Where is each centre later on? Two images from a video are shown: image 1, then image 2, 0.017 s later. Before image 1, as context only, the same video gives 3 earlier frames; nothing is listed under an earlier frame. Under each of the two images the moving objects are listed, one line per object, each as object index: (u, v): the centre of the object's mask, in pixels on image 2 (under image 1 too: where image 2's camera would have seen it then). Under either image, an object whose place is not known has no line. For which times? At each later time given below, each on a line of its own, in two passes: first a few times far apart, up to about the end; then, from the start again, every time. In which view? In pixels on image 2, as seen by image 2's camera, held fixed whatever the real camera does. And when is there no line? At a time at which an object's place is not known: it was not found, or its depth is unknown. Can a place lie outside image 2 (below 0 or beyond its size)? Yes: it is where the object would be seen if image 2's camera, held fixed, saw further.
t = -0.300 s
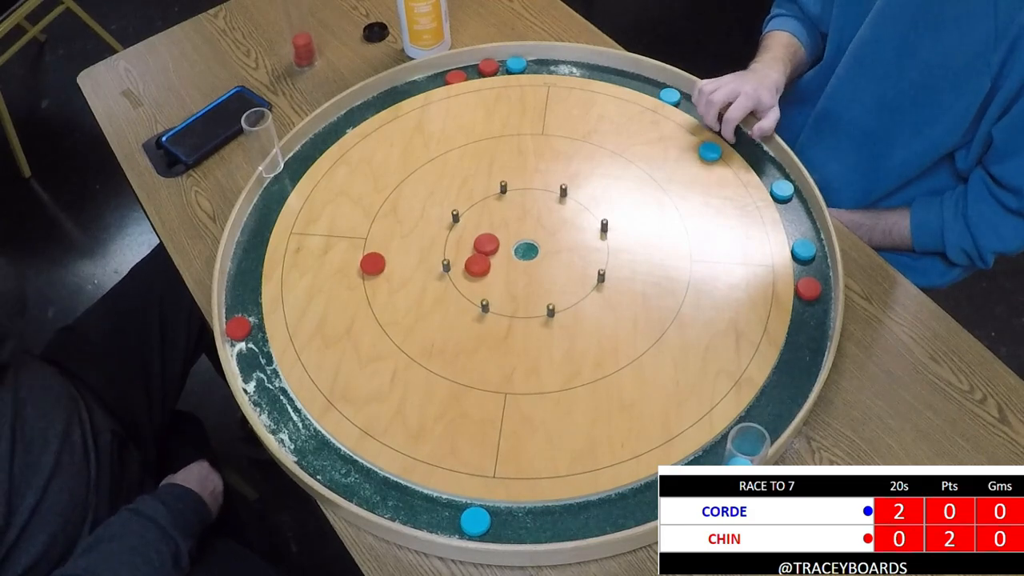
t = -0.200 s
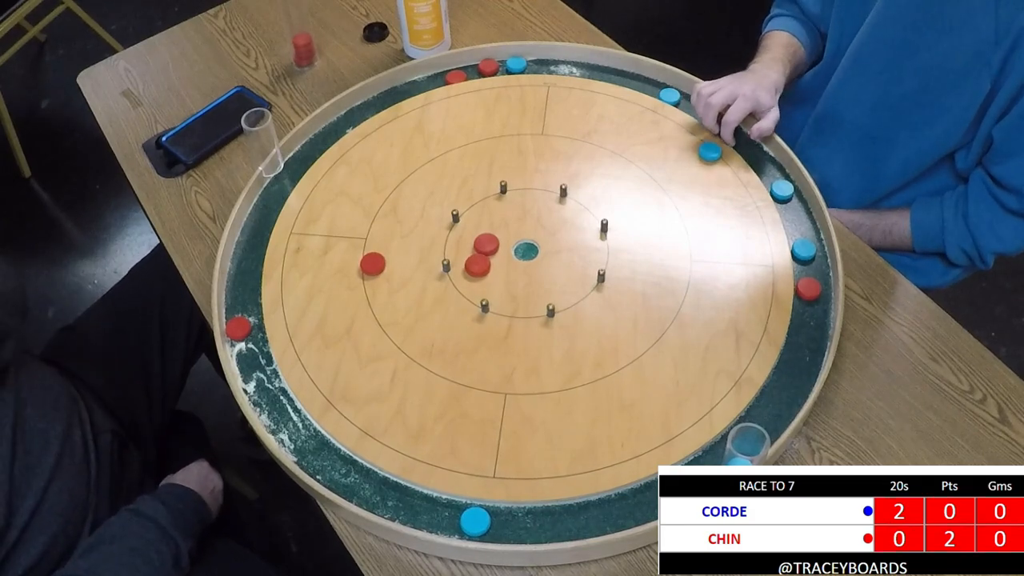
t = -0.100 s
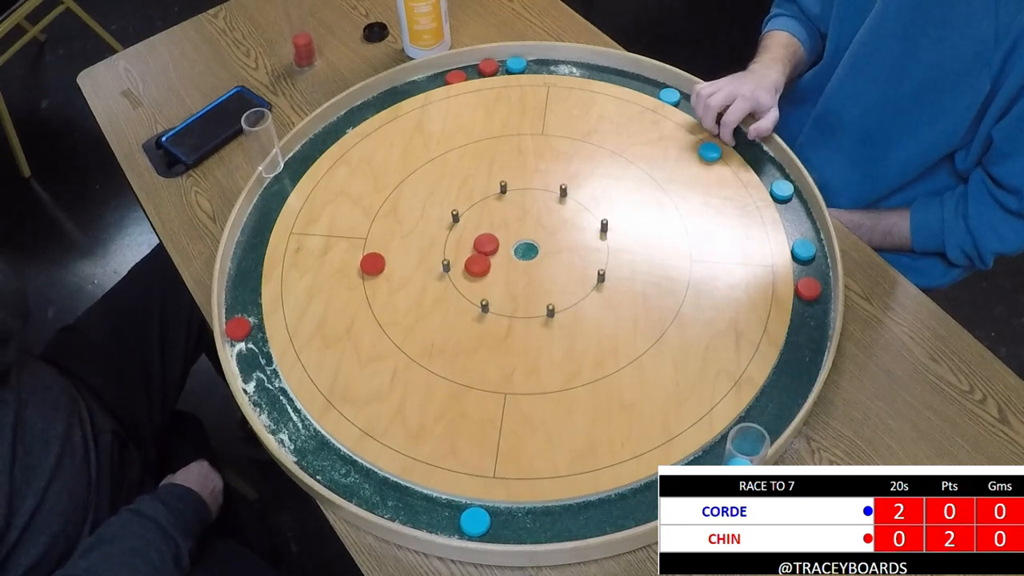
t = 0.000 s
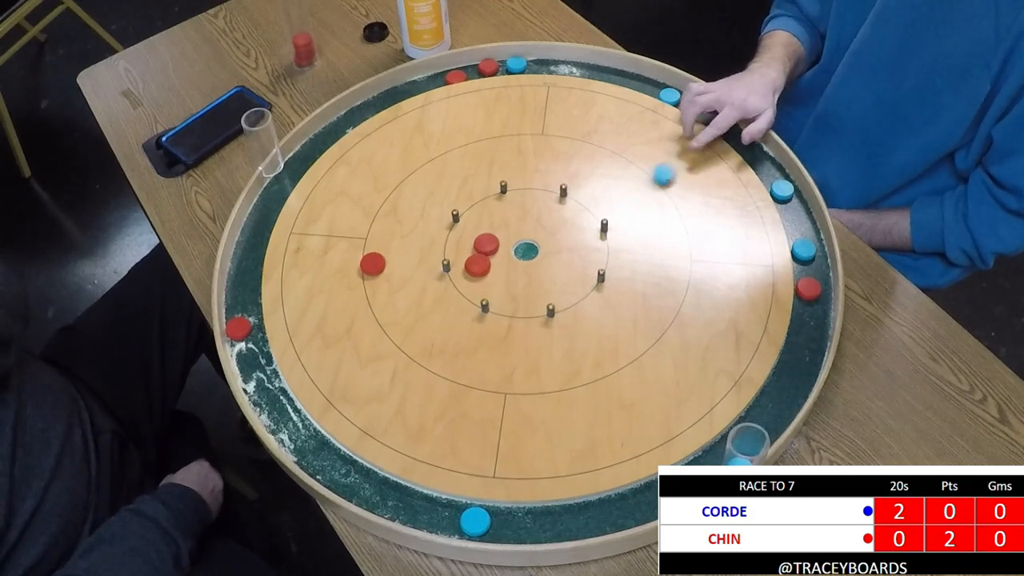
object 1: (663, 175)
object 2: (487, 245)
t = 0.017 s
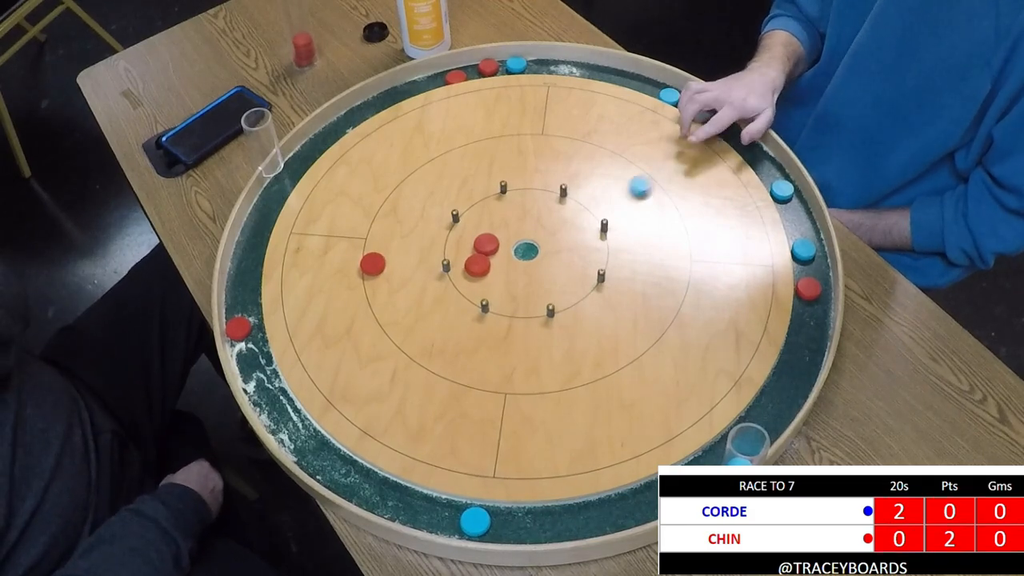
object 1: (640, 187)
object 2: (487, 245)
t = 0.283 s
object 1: (445, 239)
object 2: (303, 228)
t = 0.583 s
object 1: (402, 187)
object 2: (258, 237)
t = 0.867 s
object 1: (370, 174)
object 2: (257, 237)
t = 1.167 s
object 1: (342, 184)
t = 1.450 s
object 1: (336, 203)
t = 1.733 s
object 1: (354, 215)
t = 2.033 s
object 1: (375, 209)
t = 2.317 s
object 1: (372, 200)
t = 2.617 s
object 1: (364, 206)
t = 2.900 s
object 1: (373, 211)
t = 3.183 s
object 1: (374, 204)
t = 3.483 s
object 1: (368, 208)
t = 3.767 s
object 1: (376, 212)
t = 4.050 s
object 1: (375, 207)
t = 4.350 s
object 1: (374, 210)
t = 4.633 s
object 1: (380, 211)
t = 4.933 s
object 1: (377, 209)
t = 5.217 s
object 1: (380, 211)
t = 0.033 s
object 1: (615, 198)
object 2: (486, 243)
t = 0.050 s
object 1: (590, 209)
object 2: (486, 243)
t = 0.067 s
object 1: (565, 222)
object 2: (486, 243)
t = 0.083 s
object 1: (540, 233)
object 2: (486, 243)
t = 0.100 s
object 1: (514, 246)
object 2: (486, 244)
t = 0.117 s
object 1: (503, 256)
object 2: (469, 243)
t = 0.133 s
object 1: (495, 268)
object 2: (451, 241)
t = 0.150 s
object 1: (486, 280)
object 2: (433, 240)
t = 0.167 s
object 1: (479, 280)
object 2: (416, 238)
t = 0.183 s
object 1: (472, 272)
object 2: (399, 236)
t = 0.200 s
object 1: (466, 264)
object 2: (382, 235)
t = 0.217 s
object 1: (459, 258)
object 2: (366, 234)
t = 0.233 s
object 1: (454, 254)
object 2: (349, 232)
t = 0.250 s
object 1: (451, 250)
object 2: (333, 231)
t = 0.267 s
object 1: (448, 244)
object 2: (318, 229)
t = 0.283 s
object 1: (445, 239)
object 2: (303, 228)
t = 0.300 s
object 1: (442, 235)
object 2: (288, 227)
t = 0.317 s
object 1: (439, 233)
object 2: (272, 226)
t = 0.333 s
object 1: (437, 228)
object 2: (259, 225)
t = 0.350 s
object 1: (434, 223)
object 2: (248, 226)
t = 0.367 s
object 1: (431, 221)
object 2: (256, 229)
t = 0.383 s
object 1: (429, 216)
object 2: (260, 232)
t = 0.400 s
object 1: (426, 214)
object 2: (255, 231)
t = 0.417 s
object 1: (424, 211)
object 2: (249, 232)
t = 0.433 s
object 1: (421, 207)
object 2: (248, 233)
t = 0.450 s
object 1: (419, 204)
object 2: (251, 234)
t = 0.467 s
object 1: (417, 202)
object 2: (252, 234)
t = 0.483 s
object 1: (414, 199)
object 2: (255, 235)
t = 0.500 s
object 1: (412, 197)
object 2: (256, 235)
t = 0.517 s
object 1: (411, 195)
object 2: (257, 236)
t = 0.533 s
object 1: (408, 193)
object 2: (258, 236)
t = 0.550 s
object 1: (406, 190)
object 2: (258, 237)
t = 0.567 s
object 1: (404, 189)
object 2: (258, 237)
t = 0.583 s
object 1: (402, 187)
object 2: (258, 237)
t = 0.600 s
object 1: (401, 186)
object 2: (258, 237)
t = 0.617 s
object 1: (399, 184)
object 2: (257, 237)
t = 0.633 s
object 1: (397, 183)
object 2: (257, 237)
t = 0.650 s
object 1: (395, 182)
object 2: (257, 237)
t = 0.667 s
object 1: (393, 181)
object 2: (257, 237)
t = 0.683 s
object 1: (392, 179)
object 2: (257, 237)
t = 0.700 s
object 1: (390, 179)
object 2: (257, 237)
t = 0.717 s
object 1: (388, 178)
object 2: (257, 237)
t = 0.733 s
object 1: (386, 177)
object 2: (257, 237)
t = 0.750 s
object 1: (384, 176)
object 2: (257, 237)
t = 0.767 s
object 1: (382, 176)
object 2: (257, 237)
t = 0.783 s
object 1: (381, 175)
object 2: (257, 237)
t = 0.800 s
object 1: (378, 175)
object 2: (257, 237)
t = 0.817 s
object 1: (376, 175)
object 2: (257, 237)
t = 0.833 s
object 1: (374, 174)
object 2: (257, 237)
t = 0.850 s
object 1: (373, 174)
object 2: (257, 237)
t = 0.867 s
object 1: (370, 174)
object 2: (257, 237)
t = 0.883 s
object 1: (368, 174)
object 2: (257, 237)
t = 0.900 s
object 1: (366, 174)
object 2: (257, 237)
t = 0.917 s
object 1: (365, 174)
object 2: (257, 237)
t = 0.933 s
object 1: (363, 174)
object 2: (257, 237)
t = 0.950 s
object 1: (361, 175)
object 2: (257, 237)
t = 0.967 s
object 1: (360, 175)
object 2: (257, 237)
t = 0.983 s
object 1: (357, 176)
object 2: (257, 237)
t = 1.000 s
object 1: (356, 176)
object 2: (257, 237)
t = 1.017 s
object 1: (354, 176)
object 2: (257, 237)
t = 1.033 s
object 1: (353, 177)
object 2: (257, 237)
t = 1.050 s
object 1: (351, 178)
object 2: (257, 237)
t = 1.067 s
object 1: (350, 179)
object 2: (257, 237)
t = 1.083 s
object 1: (348, 179)
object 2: (257, 237)
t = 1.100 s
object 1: (347, 181)
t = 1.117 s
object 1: (346, 181)
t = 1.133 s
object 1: (345, 183)
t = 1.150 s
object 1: (343, 183)
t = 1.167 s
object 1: (342, 184)
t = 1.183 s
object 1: (341, 184)
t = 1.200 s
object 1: (340, 186)
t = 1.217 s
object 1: (339, 187)
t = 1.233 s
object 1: (338, 188)
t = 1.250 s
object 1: (338, 190)
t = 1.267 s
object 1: (337, 191)
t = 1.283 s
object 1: (337, 192)
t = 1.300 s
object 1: (336, 193)
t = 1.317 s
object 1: (336, 194)
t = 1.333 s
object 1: (335, 195)
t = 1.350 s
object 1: (335, 197)
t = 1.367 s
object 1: (335, 198)
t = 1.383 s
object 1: (335, 199)
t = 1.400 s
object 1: (335, 200)
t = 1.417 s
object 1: (335, 201)
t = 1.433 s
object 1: (335, 202)
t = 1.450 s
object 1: (336, 203)
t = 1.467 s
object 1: (336, 204)
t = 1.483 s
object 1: (337, 205)
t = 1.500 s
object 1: (338, 207)
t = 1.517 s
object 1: (338, 207)
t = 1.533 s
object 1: (339, 208)
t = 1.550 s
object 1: (340, 208)
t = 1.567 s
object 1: (341, 209)
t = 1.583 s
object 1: (343, 210)
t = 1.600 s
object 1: (344, 211)
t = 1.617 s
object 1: (344, 212)
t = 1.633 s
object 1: (346, 212)
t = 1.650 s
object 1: (347, 213)
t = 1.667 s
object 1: (348, 214)
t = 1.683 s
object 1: (350, 214)
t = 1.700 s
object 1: (351, 215)
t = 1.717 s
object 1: (353, 214)
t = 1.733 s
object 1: (354, 215)
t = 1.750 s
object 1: (355, 215)
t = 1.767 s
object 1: (357, 215)
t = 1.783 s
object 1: (358, 215)
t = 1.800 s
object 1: (360, 214)
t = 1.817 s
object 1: (362, 215)
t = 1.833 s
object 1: (363, 215)
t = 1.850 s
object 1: (364, 215)
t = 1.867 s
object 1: (365, 215)
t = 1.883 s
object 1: (367, 214)
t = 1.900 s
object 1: (368, 214)
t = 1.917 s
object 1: (370, 213)
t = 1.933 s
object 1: (371, 213)
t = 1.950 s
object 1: (371, 212)
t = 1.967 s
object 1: (373, 211)
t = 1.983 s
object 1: (373, 210)
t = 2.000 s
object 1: (374, 211)
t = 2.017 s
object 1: (375, 210)
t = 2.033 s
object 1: (375, 209)
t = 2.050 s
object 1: (375, 208)
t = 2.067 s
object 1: (376, 207)
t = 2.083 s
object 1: (376, 207)
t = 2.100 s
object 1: (376, 206)
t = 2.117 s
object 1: (376, 206)
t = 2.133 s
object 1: (377, 204)
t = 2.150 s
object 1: (376, 203)
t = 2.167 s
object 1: (376, 203)
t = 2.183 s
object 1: (376, 203)
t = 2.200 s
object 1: (376, 203)
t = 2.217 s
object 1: (376, 201)
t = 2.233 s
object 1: (375, 200)
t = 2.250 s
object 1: (374, 200)
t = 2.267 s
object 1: (374, 200)
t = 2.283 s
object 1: (373, 201)
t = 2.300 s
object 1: (373, 200)
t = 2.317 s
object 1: (372, 200)
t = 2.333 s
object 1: (371, 200)
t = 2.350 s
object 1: (371, 200)
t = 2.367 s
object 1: (370, 201)
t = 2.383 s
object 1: (370, 201)
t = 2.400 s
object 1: (368, 200)
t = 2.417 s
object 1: (368, 201)
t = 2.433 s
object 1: (368, 201)
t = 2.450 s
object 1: (367, 202)
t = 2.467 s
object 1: (367, 202)
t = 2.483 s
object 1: (366, 202)
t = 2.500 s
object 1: (365, 202)
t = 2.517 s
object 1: (365, 203)
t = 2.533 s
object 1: (365, 204)
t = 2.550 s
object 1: (365, 205)
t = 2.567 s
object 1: (364, 204)
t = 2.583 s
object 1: (364, 205)
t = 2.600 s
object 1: (364, 205)
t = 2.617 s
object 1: (364, 206)
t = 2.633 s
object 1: (364, 207)
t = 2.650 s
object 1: (364, 208)
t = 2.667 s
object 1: (364, 208)
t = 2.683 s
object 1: (365, 208)
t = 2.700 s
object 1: (365, 209)
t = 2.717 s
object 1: (366, 209)
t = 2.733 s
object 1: (367, 210)
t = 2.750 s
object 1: (367, 210)
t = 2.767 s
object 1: (367, 210)
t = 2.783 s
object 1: (368, 211)
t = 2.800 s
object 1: (368, 210)
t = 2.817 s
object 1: (370, 211)
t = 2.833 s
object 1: (370, 211)
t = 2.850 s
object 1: (371, 211)
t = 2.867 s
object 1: (372, 211)
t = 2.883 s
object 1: (372, 211)
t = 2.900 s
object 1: (373, 211)
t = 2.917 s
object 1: (373, 210)
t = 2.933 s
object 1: (374, 210)
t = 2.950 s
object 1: (375, 210)
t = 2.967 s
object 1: (375, 210)
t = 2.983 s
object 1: (376, 209)
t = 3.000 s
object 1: (376, 208)
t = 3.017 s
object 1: (376, 208)
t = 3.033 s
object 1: (376, 208)
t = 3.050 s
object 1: (376, 208)
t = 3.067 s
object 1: (376, 207)
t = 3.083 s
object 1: (376, 206)
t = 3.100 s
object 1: (376, 205)
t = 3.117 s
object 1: (375, 206)
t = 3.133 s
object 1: (375, 206)
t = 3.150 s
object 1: (375, 206)
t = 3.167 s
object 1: (375, 205)
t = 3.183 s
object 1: (374, 204)
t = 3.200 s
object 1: (374, 204)
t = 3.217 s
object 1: (374, 204)
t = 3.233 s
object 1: (373, 205)
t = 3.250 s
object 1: (372, 205)
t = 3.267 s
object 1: (372, 204)
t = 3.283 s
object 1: (371, 204)
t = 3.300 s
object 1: (371, 204)
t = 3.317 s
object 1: (370, 205)
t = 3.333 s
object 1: (370, 206)
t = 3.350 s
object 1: (370, 206)
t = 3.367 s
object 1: (369, 205)
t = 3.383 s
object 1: (369, 206)
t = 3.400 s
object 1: (368, 206)
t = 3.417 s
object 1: (368, 207)
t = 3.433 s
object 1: (368, 208)
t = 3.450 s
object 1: (368, 208)
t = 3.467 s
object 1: (368, 208)
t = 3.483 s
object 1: (368, 208)
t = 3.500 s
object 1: (368, 209)
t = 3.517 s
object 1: (368, 210)
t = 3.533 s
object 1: (369, 210)
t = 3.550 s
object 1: (369, 211)
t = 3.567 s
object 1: (369, 211)
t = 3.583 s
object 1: (370, 211)
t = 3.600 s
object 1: (370, 212)
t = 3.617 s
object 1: (371, 212)
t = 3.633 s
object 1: (372, 212)
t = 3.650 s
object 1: (372, 212)
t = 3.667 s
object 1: (372, 212)
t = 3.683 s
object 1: (373, 212)
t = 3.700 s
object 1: (373, 213)
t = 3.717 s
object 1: (374, 212)
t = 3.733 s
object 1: (375, 212)
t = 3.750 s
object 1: (375, 212)
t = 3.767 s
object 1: (376, 212)
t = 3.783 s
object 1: (376, 211)
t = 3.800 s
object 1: (376, 211)
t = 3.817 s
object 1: (376, 210)
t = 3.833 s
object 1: (377, 210)
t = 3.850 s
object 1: (377, 210)
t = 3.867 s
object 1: (377, 210)
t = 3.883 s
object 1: (377, 209)
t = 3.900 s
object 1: (377, 209)
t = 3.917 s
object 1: (377, 208)
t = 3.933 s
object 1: (377, 208)
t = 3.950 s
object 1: (377, 208)
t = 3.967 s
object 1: (377, 208)
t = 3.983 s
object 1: (377, 208)
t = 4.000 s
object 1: (376, 207)
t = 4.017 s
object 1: (376, 207)
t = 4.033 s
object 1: (376, 207)
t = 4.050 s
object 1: (375, 207)
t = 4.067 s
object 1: (375, 208)
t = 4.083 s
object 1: (375, 207)
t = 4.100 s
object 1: (375, 207)
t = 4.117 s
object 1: (374, 207)
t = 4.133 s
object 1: (374, 207)
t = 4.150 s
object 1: (374, 208)
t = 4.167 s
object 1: (374, 208)
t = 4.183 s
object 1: (373, 208)
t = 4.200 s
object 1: (373, 208)
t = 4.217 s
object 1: (373, 208)
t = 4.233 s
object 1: (373, 209)
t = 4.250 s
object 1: (373, 210)
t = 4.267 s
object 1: (373, 209)
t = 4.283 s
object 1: (373, 209)
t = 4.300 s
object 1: (373, 210)
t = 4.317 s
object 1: (374, 210)
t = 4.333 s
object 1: (374, 210)
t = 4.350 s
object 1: (374, 210)
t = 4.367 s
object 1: (375, 211)
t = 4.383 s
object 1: (375, 211)
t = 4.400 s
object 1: (375, 211)
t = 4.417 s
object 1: (376, 211)
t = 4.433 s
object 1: (376, 211)
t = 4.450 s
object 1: (376, 211)
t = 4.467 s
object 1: (376, 212)
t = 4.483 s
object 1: (377, 212)
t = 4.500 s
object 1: (377, 211)
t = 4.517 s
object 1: (378, 211)
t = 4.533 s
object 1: (378, 211)
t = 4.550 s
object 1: (378, 211)
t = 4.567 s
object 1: (379, 211)
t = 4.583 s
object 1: (379, 211)
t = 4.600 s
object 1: (379, 211)
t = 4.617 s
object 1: (379, 211)
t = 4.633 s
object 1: (380, 211)
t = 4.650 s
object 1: (380, 211)
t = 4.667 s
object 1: (380, 210)
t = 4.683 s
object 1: (380, 209)
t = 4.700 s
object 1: (380, 209)
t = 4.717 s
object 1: (380, 209)
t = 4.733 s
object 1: (380, 209)
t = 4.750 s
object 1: (380, 209)
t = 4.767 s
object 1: (379, 208)
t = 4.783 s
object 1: (379, 208)
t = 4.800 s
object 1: (379, 208)
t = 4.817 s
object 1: (378, 209)
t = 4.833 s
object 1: (378, 208)
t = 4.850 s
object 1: (378, 208)
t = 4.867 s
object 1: (377, 208)
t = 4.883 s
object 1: (377, 209)
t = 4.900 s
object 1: (377, 209)
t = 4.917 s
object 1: (377, 209)
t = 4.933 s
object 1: (377, 209)
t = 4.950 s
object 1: (377, 209)
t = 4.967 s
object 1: (377, 210)
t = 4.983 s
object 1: (377, 210)
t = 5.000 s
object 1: (377, 210)
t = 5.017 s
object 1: (377, 210)
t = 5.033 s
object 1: (377, 210)
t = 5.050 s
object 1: (377, 211)
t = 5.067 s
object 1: (377, 211)
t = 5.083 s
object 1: (378, 211)
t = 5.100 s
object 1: (378, 211)
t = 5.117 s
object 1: (378, 211)
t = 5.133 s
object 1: (378, 211)
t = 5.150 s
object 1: (379, 211)
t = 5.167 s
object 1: (379, 211)
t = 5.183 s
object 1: (379, 211)
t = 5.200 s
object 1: (380, 211)
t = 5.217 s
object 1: (380, 211)
